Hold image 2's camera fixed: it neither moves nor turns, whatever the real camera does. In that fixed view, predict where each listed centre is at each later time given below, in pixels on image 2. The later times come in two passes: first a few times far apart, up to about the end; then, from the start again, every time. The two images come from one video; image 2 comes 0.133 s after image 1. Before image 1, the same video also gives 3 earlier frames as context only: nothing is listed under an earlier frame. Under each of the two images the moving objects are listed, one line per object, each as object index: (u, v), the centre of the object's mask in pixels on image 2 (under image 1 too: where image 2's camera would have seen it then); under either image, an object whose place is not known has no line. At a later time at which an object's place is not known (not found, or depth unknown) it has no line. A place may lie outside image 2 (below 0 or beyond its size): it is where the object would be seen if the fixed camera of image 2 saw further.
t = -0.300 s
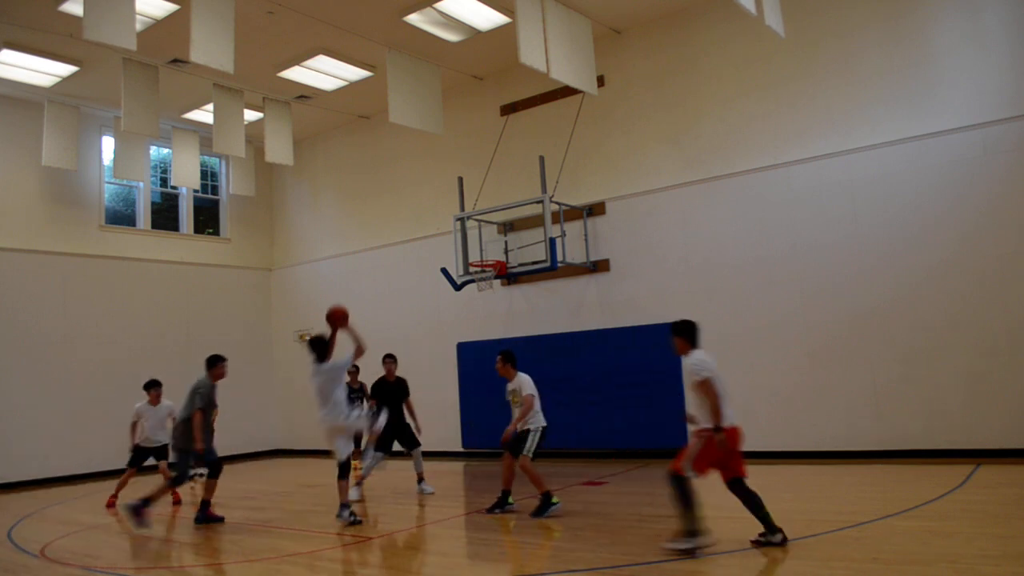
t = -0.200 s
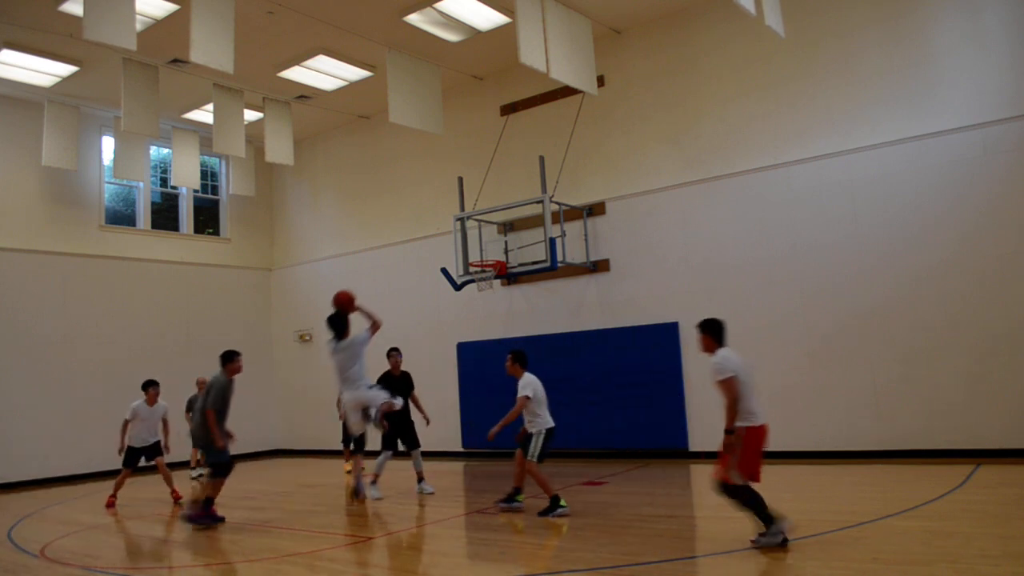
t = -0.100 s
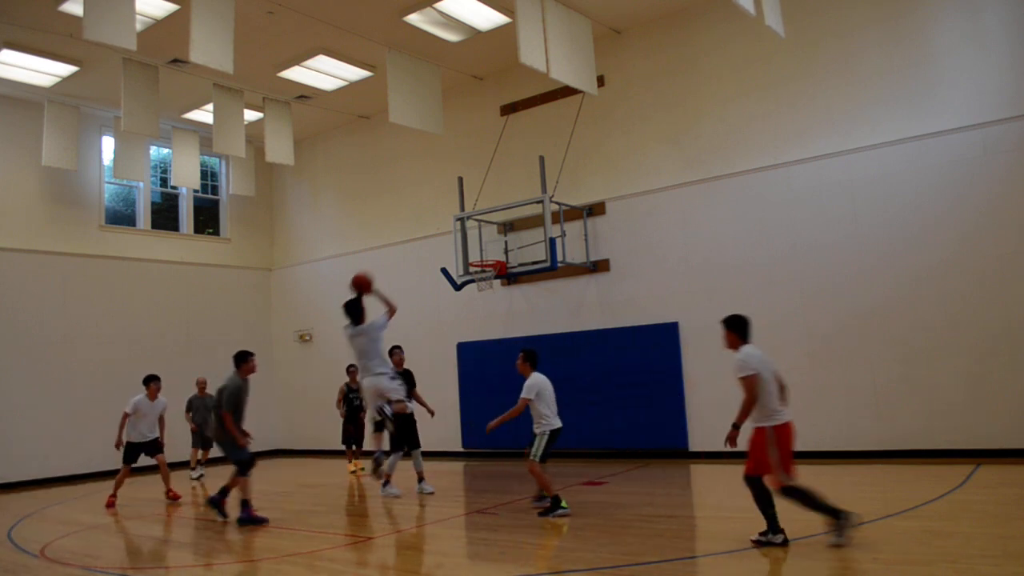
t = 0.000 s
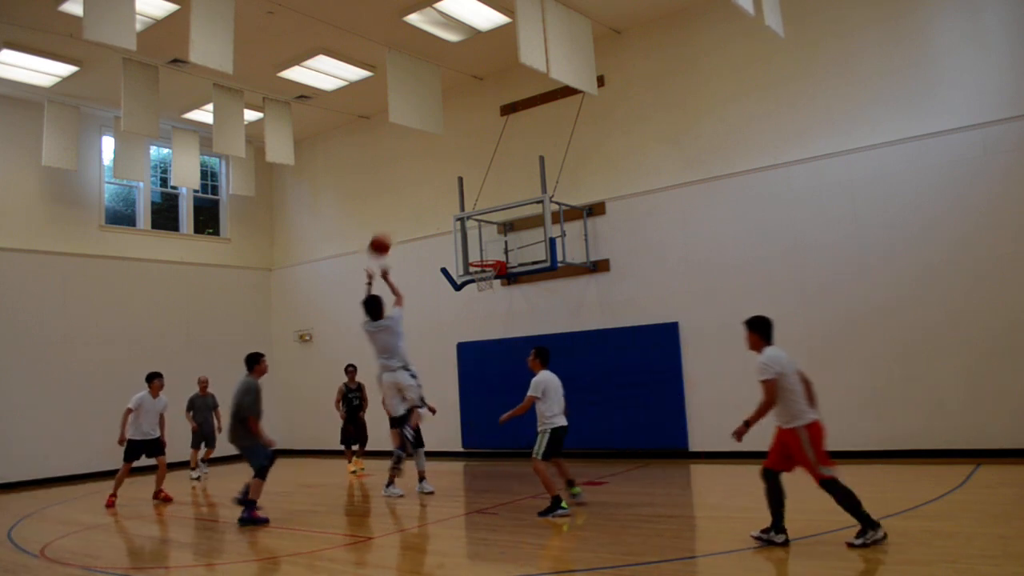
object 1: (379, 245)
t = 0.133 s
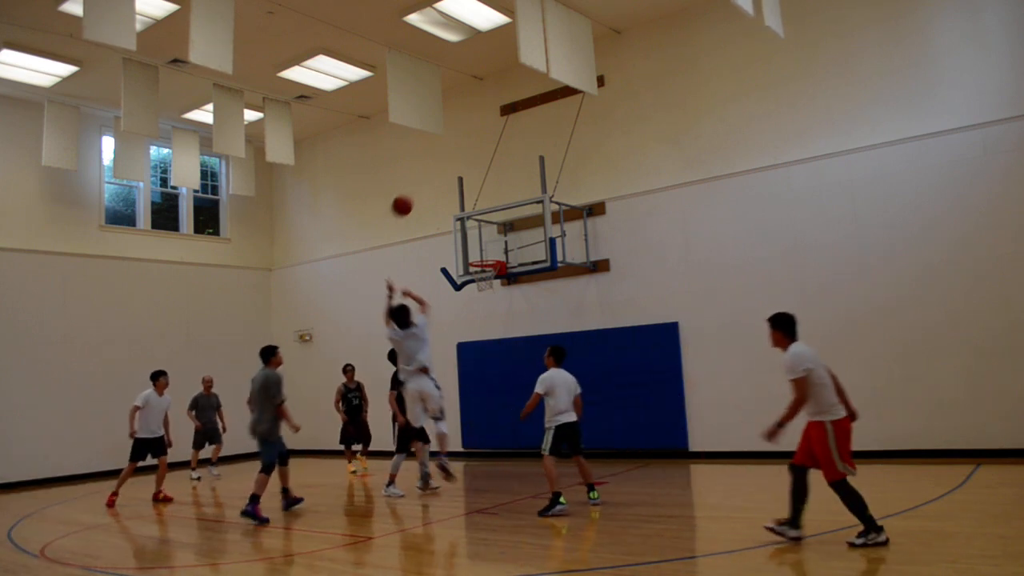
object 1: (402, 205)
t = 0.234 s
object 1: (418, 188)
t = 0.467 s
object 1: (451, 180)
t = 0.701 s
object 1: (481, 209)
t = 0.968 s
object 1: (524, 254)
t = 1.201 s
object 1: (543, 260)
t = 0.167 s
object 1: (407, 198)
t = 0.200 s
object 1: (412, 193)
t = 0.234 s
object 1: (418, 188)
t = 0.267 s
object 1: (422, 184)
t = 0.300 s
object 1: (428, 181)
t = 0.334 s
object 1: (433, 179)
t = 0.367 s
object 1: (437, 178)
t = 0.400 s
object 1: (442, 178)
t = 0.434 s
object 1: (446, 178)
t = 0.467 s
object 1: (451, 180)
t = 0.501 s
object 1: (456, 182)
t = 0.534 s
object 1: (460, 184)
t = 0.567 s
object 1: (463, 188)
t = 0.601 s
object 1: (468, 192)
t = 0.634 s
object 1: (473, 198)
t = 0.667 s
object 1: (477, 203)
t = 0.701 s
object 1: (481, 209)
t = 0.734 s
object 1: (486, 217)
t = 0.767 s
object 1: (489, 224)
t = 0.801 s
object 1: (493, 232)
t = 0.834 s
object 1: (497, 242)
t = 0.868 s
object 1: (501, 250)
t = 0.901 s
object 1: (507, 254)
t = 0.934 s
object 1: (515, 254)
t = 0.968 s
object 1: (524, 254)
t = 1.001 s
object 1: (531, 254)
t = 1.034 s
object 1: (533, 254)
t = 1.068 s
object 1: (535, 253)
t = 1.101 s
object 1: (536, 254)
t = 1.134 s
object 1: (538, 254)
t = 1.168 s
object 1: (541, 256)
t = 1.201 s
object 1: (543, 260)
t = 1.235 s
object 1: (545, 262)
